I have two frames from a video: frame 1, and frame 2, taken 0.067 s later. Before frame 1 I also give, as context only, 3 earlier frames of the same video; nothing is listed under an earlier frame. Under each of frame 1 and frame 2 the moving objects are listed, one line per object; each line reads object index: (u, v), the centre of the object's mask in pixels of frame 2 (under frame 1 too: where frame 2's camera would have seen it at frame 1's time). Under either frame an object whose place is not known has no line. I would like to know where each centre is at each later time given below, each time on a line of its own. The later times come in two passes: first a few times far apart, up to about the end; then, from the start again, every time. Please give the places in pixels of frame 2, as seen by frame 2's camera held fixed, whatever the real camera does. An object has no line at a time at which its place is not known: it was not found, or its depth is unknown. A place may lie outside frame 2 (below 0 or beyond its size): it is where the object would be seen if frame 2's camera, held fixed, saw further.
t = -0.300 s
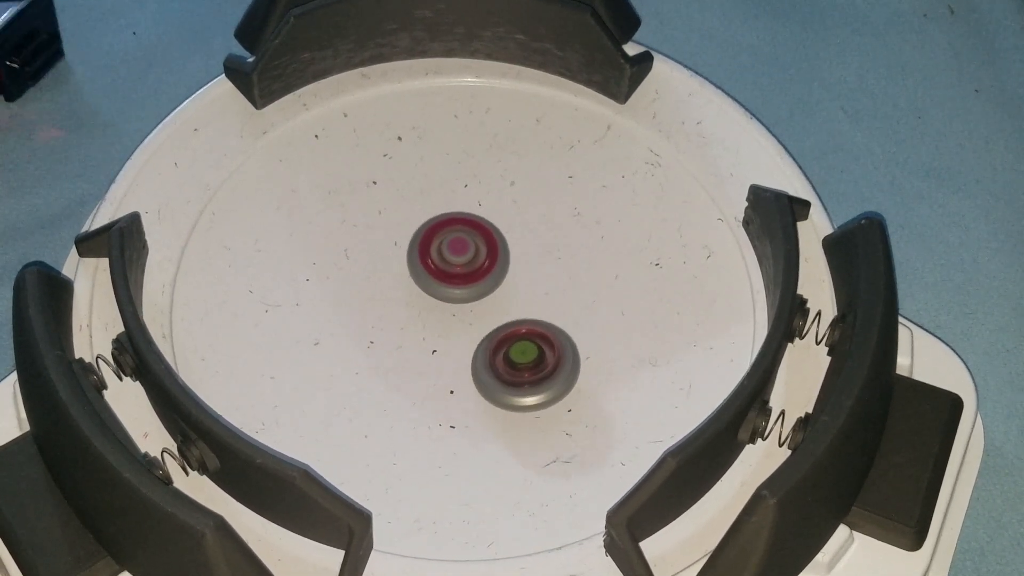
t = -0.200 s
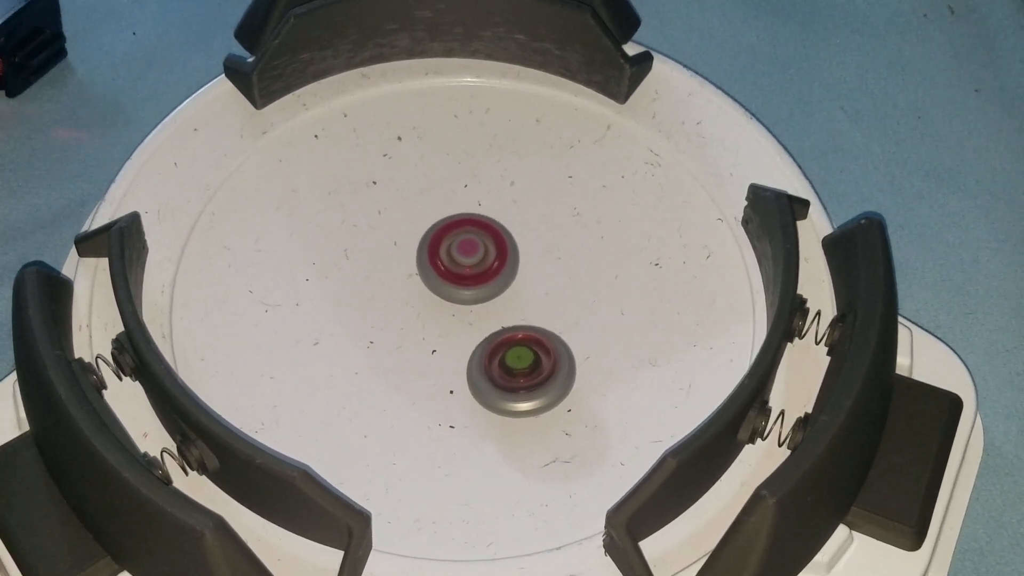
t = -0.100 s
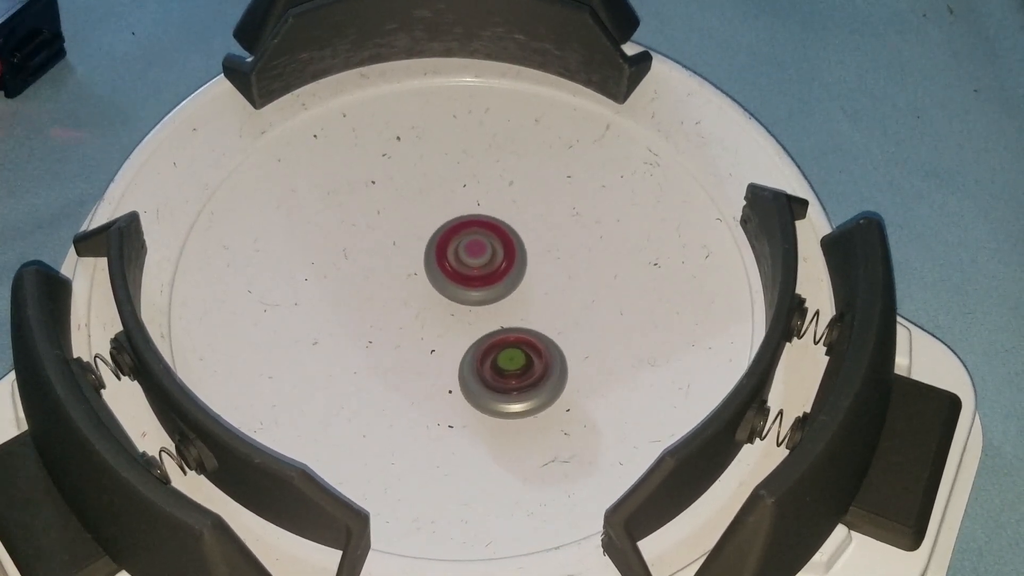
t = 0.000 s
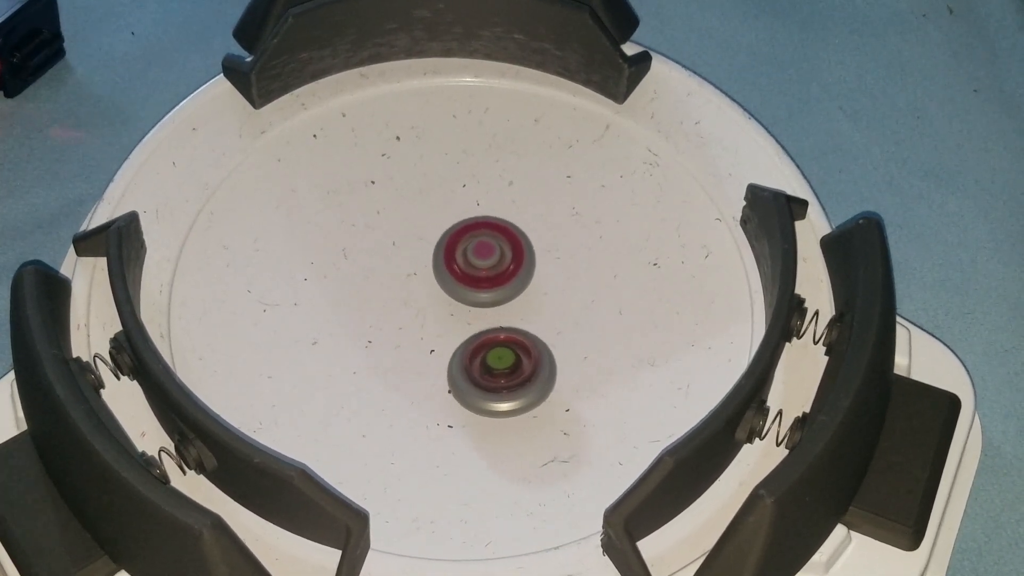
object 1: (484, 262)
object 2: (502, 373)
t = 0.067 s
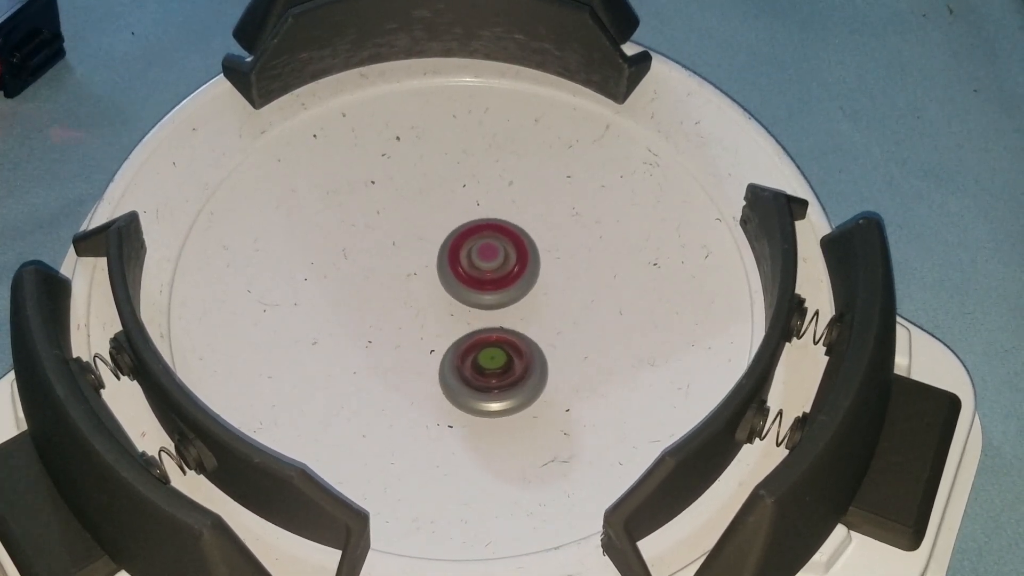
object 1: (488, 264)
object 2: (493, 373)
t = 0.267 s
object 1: (499, 274)
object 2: (461, 377)
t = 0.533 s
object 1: (505, 293)
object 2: (423, 380)
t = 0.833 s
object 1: (500, 316)
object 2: (401, 368)
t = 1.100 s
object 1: (536, 320)
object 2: (327, 362)
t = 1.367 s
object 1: (528, 292)
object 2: (340, 364)
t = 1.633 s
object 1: (485, 289)
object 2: (368, 325)
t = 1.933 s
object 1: (470, 288)
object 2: (354, 292)
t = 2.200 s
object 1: (497, 295)
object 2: (349, 268)
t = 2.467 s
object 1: (523, 313)
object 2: (367, 250)
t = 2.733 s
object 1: (620, 329)
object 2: (322, 233)
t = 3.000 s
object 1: (590, 297)
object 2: (431, 281)
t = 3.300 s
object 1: (655, 358)
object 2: (303, 133)
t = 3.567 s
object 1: (561, 338)
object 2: (379, 300)
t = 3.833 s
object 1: (678, 325)
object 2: (195, 285)
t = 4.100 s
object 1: (539, 275)
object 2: (418, 389)
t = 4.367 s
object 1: (406, 259)
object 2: (542, 386)
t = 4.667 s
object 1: (315, 265)
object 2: (543, 309)
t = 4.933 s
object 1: (299, 277)
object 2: (462, 280)
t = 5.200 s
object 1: (311, 289)
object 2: (418, 312)
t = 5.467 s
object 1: (339, 299)
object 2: (442, 333)
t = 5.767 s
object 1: (347, 286)
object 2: (530, 325)
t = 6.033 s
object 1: (404, 298)
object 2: (515, 284)
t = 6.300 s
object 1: (265, 330)
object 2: (664, 217)
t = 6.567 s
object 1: (333, 391)
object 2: (569, 181)
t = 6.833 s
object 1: (420, 397)
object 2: (454, 260)
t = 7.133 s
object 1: (536, 545)
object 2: (371, 144)
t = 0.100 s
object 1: (490, 265)
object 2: (488, 373)
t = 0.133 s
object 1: (492, 267)
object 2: (483, 373)
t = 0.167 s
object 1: (494, 268)
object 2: (478, 374)
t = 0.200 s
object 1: (496, 270)
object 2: (472, 375)
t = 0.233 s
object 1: (498, 272)
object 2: (467, 376)
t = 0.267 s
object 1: (499, 274)
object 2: (461, 377)
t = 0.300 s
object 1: (500, 276)
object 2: (455, 377)
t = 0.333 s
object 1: (501, 278)
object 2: (450, 378)
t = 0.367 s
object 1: (503, 281)
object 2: (444, 379)
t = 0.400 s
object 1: (504, 283)
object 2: (439, 380)
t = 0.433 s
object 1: (505, 285)
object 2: (435, 380)
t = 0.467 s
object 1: (505, 288)
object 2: (430, 381)
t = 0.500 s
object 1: (505, 290)
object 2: (426, 380)
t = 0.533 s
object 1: (505, 293)
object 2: (423, 380)
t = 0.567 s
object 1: (505, 295)
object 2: (419, 380)
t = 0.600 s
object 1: (505, 298)
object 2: (416, 379)
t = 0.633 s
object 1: (505, 301)
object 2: (413, 378)
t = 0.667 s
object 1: (504, 303)
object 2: (411, 377)
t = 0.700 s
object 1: (503, 306)
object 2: (409, 376)
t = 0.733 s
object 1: (503, 309)
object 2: (407, 374)
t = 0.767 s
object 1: (502, 311)
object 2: (405, 372)
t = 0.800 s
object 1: (501, 314)
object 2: (403, 370)
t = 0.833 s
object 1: (500, 316)
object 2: (401, 368)
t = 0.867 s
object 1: (499, 318)
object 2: (398, 365)
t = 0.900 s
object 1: (498, 320)
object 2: (396, 362)
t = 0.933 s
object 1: (497, 323)
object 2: (394, 360)
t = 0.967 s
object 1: (495, 326)
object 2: (392, 357)
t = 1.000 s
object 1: (493, 328)
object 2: (389, 354)
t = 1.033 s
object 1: (514, 326)
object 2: (363, 354)
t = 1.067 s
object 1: (529, 323)
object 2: (341, 357)
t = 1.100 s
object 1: (536, 320)
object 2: (327, 362)
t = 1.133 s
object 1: (539, 317)
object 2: (321, 366)
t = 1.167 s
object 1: (541, 313)
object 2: (319, 369)
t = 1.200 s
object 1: (541, 309)
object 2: (320, 370)
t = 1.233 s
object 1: (540, 305)
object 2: (323, 370)
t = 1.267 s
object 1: (538, 301)
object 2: (326, 370)
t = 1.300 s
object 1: (536, 298)
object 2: (331, 369)
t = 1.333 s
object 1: (532, 295)
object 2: (335, 367)
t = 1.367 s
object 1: (528, 292)
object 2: (340, 364)
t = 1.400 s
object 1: (522, 289)
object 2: (346, 361)
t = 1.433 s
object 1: (516, 288)
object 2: (352, 358)
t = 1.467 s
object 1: (509, 287)
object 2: (358, 354)
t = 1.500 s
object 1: (501, 287)
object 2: (364, 349)
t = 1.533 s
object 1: (494, 288)
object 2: (369, 344)
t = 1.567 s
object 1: (486, 289)
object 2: (374, 338)
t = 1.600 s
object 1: (479, 291)
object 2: (378, 331)
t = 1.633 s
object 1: (485, 289)
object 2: (368, 325)
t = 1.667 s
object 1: (492, 287)
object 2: (356, 317)
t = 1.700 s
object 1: (493, 287)
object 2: (348, 310)
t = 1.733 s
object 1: (491, 287)
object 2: (344, 306)
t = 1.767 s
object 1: (489, 286)
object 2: (343, 302)
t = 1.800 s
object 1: (486, 286)
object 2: (344, 299)
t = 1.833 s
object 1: (482, 286)
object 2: (346, 297)
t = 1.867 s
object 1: (478, 286)
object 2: (348, 295)
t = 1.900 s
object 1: (474, 287)
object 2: (351, 294)
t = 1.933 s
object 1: (470, 288)
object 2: (354, 292)
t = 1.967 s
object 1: (466, 289)
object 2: (357, 291)
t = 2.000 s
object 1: (472, 291)
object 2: (352, 287)
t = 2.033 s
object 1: (485, 294)
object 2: (343, 280)
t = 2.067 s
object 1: (490, 295)
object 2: (339, 276)
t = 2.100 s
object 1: (493, 295)
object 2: (339, 272)
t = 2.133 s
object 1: (495, 296)
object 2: (341, 270)
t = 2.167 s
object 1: (496, 296)
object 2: (345, 269)
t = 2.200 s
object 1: (497, 295)
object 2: (349, 268)
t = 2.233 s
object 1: (497, 295)
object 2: (355, 268)
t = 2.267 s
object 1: (497, 295)
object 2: (360, 269)
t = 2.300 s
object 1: (496, 296)
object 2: (366, 269)
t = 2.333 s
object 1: (495, 296)
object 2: (372, 270)
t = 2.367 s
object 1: (494, 296)
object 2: (378, 270)
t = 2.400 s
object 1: (492, 297)
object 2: (384, 269)
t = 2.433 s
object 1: (490, 298)
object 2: (390, 268)
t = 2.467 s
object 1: (523, 313)
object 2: (367, 250)
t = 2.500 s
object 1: (557, 329)
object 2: (342, 230)
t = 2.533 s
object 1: (583, 339)
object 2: (328, 214)
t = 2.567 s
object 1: (600, 344)
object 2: (318, 205)
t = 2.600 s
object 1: (609, 344)
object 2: (314, 204)
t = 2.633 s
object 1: (614, 341)
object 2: (312, 209)
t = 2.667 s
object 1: (617, 338)
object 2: (313, 216)
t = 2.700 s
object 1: (619, 333)
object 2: (317, 224)
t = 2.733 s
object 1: (620, 329)
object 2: (322, 233)
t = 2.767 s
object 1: (620, 325)
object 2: (330, 243)
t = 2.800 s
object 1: (619, 320)
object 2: (339, 252)
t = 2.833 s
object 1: (617, 315)
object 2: (351, 261)
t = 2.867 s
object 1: (614, 311)
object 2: (364, 268)
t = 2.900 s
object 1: (610, 306)
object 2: (379, 274)
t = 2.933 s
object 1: (605, 303)
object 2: (396, 278)
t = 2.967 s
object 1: (598, 299)
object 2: (413, 281)
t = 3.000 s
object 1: (590, 297)
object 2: (431, 281)
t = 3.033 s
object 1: (582, 295)
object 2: (447, 279)
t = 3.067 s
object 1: (573, 293)
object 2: (464, 275)
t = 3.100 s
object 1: (603, 300)
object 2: (445, 252)
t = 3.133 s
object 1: (660, 328)
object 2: (408, 223)
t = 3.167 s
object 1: (699, 345)
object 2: (377, 192)
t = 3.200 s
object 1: (698, 354)
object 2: (350, 166)
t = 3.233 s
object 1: (686, 360)
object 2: (330, 145)
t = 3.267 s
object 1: (671, 360)
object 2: (313, 135)
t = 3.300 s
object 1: (655, 358)
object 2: (303, 133)
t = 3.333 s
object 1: (640, 354)
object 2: (300, 142)
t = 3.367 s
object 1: (626, 349)
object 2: (301, 158)
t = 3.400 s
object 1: (613, 345)
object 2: (307, 182)
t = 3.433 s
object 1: (602, 342)
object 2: (316, 208)
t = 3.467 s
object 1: (592, 340)
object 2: (327, 234)
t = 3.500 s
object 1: (582, 338)
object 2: (342, 258)
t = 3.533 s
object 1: (572, 338)
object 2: (359, 280)
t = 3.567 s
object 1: (561, 338)
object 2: (379, 300)
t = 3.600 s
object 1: (550, 338)
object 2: (400, 317)
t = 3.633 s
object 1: (539, 338)
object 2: (423, 330)
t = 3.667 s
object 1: (594, 347)
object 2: (378, 325)
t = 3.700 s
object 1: (665, 355)
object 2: (316, 313)
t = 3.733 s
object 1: (706, 353)
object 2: (264, 300)
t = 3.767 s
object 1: (704, 344)
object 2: (217, 289)
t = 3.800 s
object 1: (693, 335)
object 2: (188, 281)
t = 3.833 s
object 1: (678, 325)
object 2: (195, 285)
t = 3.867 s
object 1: (662, 317)
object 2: (221, 294)
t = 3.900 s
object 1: (645, 309)
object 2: (252, 307)
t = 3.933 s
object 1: (627, 301)
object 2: (285, 322)
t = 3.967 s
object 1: (610, 295)
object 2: (318, 338)
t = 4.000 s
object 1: (592, 289)
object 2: (349, 353)
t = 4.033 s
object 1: (574, 283)
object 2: (376, 368)
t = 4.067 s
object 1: (557, 279)
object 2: (399, 380)
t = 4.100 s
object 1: (539, 275)
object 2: (418, 389)
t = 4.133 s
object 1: (521, 271)
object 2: (438, 397)
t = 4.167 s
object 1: (504, 268)
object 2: (456, 401)
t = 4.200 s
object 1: (486, 266)
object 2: (473, 403)
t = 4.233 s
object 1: (469, 264)
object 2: (490, 403)
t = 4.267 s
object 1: (453, 262)
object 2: (505, 400)
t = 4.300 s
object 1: (437, 261)
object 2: (519, 397)
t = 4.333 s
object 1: (421, 260)
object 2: (531, 392)
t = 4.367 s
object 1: (406, 259)
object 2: (542, 386)
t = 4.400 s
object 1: (392, 259)
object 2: (551, 379)
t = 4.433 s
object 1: (379, 259)
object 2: (557, 371)
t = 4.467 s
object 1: (367, 259)
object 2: (561, 362)
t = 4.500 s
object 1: (356, 260)
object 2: (563, 353)
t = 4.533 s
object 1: (346, 260)
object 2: (562, 343)
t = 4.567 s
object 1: (337, 261)
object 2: (559, 334)
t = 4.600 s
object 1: (328, 262)
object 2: (555, 325)
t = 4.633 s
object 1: (321, 264)
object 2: (549, 317)
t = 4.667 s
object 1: (315, 265)
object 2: (543, 309)
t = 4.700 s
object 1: (311, 267)
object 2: (535, 302)
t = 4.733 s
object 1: (307, 268)
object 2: (526, 296)
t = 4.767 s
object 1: (305, 270)
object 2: (517, 291)
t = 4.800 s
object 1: (303, 271)
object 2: (506, 286)
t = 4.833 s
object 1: (302, 273)
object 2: (496, 283)
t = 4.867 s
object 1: (301, 274)
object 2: (485, 281)
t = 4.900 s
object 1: (300, 275)
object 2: (474, 280)
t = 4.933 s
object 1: (299, 277)
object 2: (462, 280)
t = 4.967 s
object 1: (300, 278)
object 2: (451, 281)
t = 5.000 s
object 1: (302, 280)
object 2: (441, 283)
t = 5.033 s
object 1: (305, 282)
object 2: (431, 286)
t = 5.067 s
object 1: (309, 284)
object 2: (421, 290)
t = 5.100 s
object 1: (308, 285)
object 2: (419, 295)
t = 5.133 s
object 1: (305, 286)
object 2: (421, 301)
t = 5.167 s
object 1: (307, 288)
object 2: (420, 307)
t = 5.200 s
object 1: (311, 289)
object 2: (418, 312)
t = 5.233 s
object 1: (306, 289)
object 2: (428, 319)
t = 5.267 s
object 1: (307, 289)
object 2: (433, 324)
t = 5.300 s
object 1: (310, 291)
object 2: (436, 327)
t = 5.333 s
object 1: (314, 292)
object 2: (437, 330)
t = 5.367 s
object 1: (320, 294)
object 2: (438, 331)
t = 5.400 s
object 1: (326, 296)
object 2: (439, 333)
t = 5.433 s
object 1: (332, 297)
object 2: (441, 333)
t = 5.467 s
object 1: (339, 299)
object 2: (442, 333)
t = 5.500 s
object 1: (331, 293)
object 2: (460, 338)
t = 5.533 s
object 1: (321, 285)
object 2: (483, 346)
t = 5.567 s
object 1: (318, 280)
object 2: (499, 351)
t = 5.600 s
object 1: (320, 280)
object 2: (509, 352)
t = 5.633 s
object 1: (324, 281)
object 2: (517, 350)
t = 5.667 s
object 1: (329, 282)
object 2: (522, 345)
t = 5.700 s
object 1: (334, 283)
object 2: (527, 339)
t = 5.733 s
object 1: (340, 285)
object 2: (529, 332)
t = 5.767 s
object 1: (347, 286)
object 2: (530, 325)
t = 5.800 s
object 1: (354, 288)
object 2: (530, 319)
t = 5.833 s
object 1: (361, 289)
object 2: (529, 312)
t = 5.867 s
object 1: (369, 291)
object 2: (527, 306)
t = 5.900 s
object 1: (378, 293)
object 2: (524, 301)
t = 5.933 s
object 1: (387, 295)
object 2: (521, 296)
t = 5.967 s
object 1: (397, 296)
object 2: (516, 292)
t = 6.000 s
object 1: (405, 297)
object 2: (511, 287)
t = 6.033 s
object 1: (404, 298)
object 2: (515, 284)
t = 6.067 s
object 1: (408, 299)
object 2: (515, 281)
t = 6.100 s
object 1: (399, 300)
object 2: (525, 276)
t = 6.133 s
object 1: (351, 303)
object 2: (574, 265)
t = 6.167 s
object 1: (313, 306)
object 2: (614, 255)
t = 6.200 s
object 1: (286, 309)
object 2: (643, 247)
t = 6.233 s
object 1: (270, 314)
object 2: (659, 238)
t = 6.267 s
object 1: (264, 320)
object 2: (665, 228)
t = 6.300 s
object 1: (265, 330)
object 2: (664, 217)
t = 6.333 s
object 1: (269, 340)
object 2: (659, 206)
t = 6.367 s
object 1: (274, 349)
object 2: (650, 197)
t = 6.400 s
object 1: (282, 359)
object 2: (640, 190)
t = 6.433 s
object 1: (292, 368)
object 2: (627, 185)
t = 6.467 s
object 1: (302, 376)
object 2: (614, 180)
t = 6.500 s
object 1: (312, 382)
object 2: (600, 179)
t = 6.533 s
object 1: (322, 387)
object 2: (584, 179)
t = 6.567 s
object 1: (333, 391)
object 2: (569, 181)
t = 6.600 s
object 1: (344, 395)
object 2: (552, 185)
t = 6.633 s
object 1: (355, 397)
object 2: (536, 191)
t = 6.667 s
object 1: (366, 400)
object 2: (520, 199)
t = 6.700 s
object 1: (377, 401)
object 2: (504, 209)
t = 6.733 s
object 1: (388, 401)
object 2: (490, 220)
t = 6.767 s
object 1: (399, 400)
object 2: (476, 233)
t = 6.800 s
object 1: (409, 399)
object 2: (464, 246)
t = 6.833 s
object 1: (420, 397)
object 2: (454, 260)
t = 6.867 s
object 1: (430, 395)
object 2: (444, 274)
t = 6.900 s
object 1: (439, 392)
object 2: (437, 288)
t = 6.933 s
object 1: (448, 389)
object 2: (430, 302)
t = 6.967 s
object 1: (456, 393)
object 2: (423, 310)
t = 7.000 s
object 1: (471, 438)
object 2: (413, 282)
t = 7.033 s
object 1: (489, 495)
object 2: (400, 242)
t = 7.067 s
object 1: (509, 529)
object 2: (389, 202)
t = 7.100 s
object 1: (523, 536)
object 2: (379, 170)
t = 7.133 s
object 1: (536, 545)
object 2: (371, 144)
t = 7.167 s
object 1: (546, 548)
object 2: (364, 125)
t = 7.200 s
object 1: (558, 550)
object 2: (357, 116)
